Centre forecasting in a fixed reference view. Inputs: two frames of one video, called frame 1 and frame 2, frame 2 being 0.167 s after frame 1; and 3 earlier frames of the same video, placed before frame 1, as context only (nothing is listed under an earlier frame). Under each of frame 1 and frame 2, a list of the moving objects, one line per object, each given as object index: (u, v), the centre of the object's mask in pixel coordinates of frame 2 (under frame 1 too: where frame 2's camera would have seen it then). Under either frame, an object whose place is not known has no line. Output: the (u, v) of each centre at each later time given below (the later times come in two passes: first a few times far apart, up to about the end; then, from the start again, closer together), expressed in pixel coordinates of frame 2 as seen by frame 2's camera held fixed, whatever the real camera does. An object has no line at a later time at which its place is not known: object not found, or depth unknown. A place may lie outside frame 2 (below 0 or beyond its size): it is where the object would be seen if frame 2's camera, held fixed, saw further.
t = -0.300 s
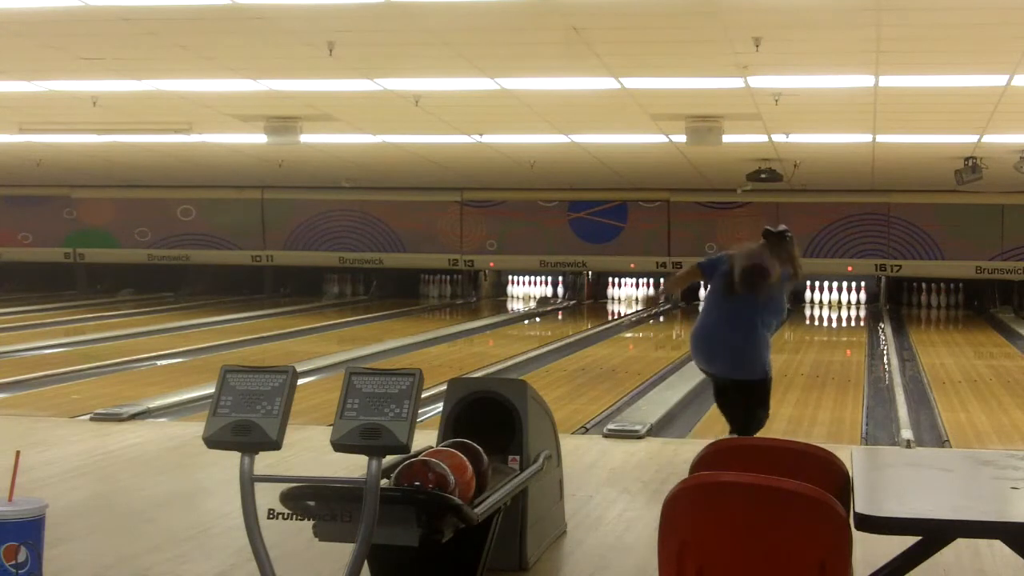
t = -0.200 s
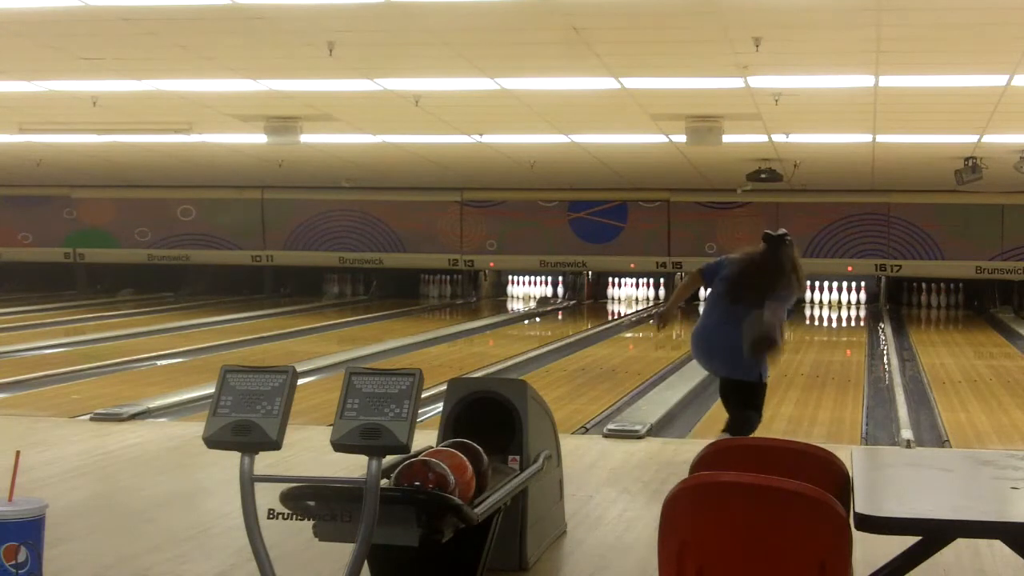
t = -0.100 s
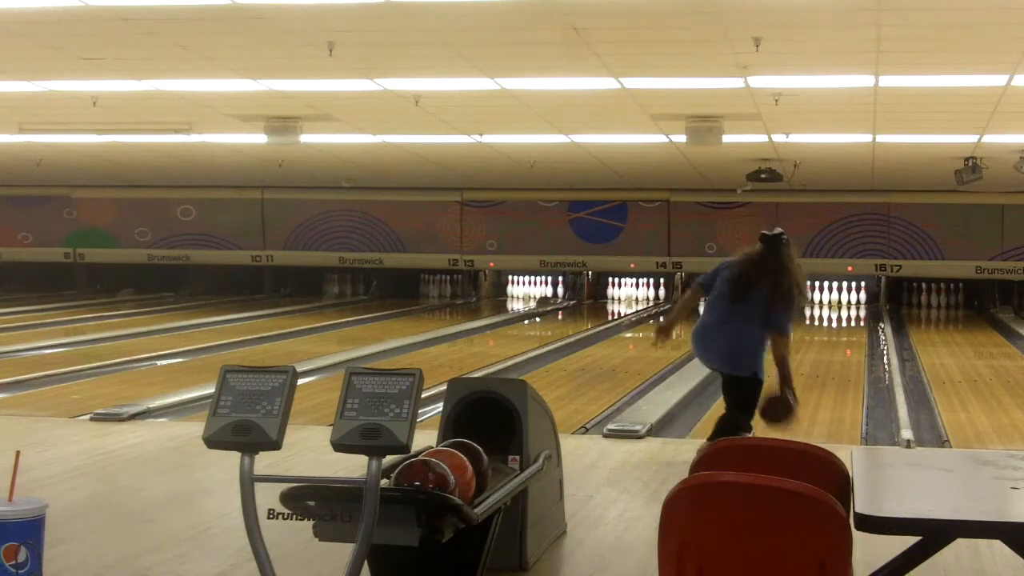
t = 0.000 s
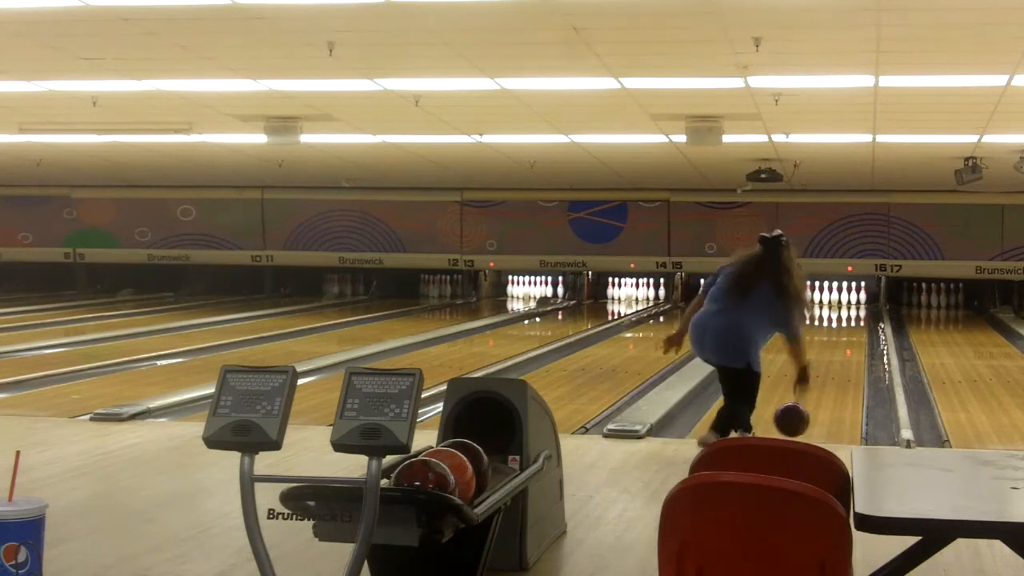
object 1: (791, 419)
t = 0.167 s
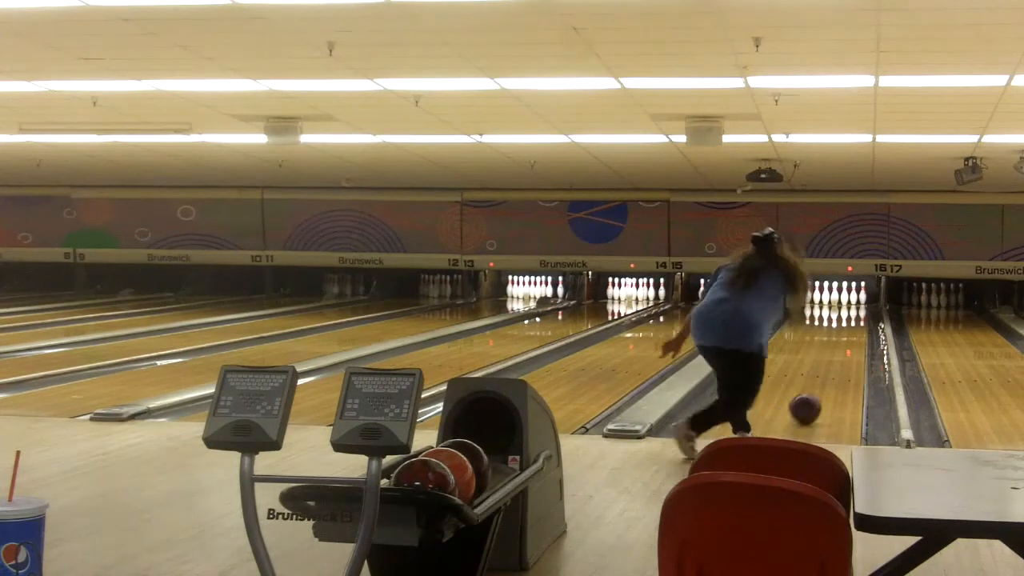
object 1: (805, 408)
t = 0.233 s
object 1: (809, 401)
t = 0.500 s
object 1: (824, 377)
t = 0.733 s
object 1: (833, 362)
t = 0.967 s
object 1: (840, 349)
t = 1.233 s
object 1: (846, 338)
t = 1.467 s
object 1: (848, 330)
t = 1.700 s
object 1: (851, 322)
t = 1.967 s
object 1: (851, 316)
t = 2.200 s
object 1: (850, 311)
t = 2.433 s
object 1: (846, 306)
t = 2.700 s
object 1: (841, 303)
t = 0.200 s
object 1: (807, 405)
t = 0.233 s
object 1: (809, 401)
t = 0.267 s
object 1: (812, 398)
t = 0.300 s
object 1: (813, 395)
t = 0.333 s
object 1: (815, 392)
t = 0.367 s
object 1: (817, 389)
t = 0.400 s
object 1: (819, 386)
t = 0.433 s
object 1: (821, 383)
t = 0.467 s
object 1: (822, 380)
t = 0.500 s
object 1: (824, 377)
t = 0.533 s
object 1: (825, 375)
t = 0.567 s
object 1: (827, 373)
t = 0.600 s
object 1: (828, 371)
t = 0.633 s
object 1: (829, 368)
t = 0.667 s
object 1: (831, 366)
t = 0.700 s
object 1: (832, 364)
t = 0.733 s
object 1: (833, 362)
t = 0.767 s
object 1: (834, 360)
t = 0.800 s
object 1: (835, 358)
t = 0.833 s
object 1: (836, 357)
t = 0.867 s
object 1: (837, 355)
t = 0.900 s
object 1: (838, 353)
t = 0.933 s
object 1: (839, 351)
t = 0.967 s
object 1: (840, 349)
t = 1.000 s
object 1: (841, 348)
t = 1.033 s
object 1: (842, 346)
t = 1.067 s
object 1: (842, 344)
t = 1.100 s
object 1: (843, 343)
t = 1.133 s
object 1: (843, 342)
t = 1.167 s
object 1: (844, 340)
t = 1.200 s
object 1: (845, 339)
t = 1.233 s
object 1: (846, 338)
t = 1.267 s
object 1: (846, 337)
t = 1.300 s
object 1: (846, 335)
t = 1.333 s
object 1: (847, 334)
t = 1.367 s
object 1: (848, 333)
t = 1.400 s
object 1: (848, 331)
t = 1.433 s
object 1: (848, 330)
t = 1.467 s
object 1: (848, 330)
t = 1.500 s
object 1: (849, 328)
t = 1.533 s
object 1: (849, 327)
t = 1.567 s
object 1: (850, 327)
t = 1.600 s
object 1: (850, 325)
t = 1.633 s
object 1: (850, 324)
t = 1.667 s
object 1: (850, 323)
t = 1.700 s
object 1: (851, 322)
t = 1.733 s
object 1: (851, 321)
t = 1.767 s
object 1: (851, 320)
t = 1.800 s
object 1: (851, 320)
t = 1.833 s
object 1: (851, 319)
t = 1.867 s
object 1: (851, 318)
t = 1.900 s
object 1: (851, 317)
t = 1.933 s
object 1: (851, 317)
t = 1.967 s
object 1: (851, 316)
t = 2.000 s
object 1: (851, 315)
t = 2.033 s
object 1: (851, 314)
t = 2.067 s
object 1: (851, 314)
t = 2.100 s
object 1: (850, 313)
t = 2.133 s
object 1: (850, 313)
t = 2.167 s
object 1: (850, 312)
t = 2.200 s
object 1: (850, 311)
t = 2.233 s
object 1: (849, 310)
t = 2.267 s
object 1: (849, 310)
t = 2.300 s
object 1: (848, 309)
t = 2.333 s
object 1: (848, 308)
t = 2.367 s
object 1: (847, 308)
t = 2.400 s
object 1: (847, 307)
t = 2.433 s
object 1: (846, 306)
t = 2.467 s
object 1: (845, 306)
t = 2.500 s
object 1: (845, 306)
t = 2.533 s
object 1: (844, 305)
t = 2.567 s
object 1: (844, 305)
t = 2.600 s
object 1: (843, 304)
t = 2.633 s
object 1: (843, 304)
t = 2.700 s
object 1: (841, 303)
